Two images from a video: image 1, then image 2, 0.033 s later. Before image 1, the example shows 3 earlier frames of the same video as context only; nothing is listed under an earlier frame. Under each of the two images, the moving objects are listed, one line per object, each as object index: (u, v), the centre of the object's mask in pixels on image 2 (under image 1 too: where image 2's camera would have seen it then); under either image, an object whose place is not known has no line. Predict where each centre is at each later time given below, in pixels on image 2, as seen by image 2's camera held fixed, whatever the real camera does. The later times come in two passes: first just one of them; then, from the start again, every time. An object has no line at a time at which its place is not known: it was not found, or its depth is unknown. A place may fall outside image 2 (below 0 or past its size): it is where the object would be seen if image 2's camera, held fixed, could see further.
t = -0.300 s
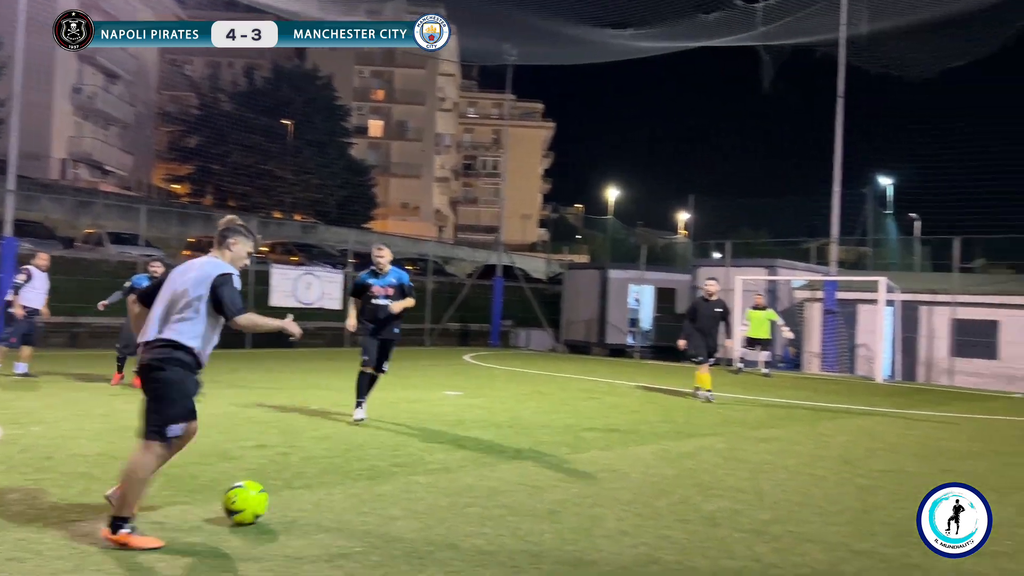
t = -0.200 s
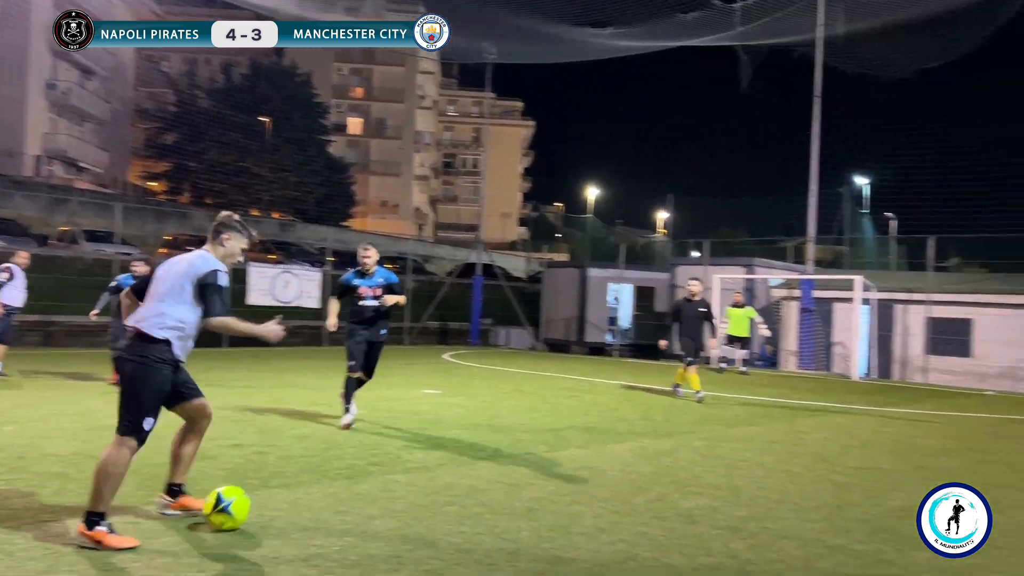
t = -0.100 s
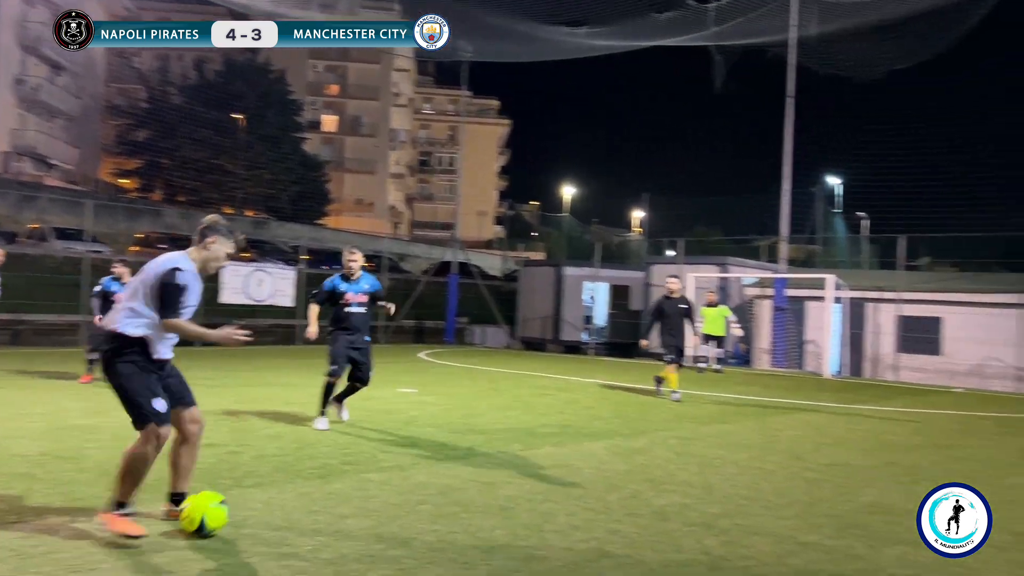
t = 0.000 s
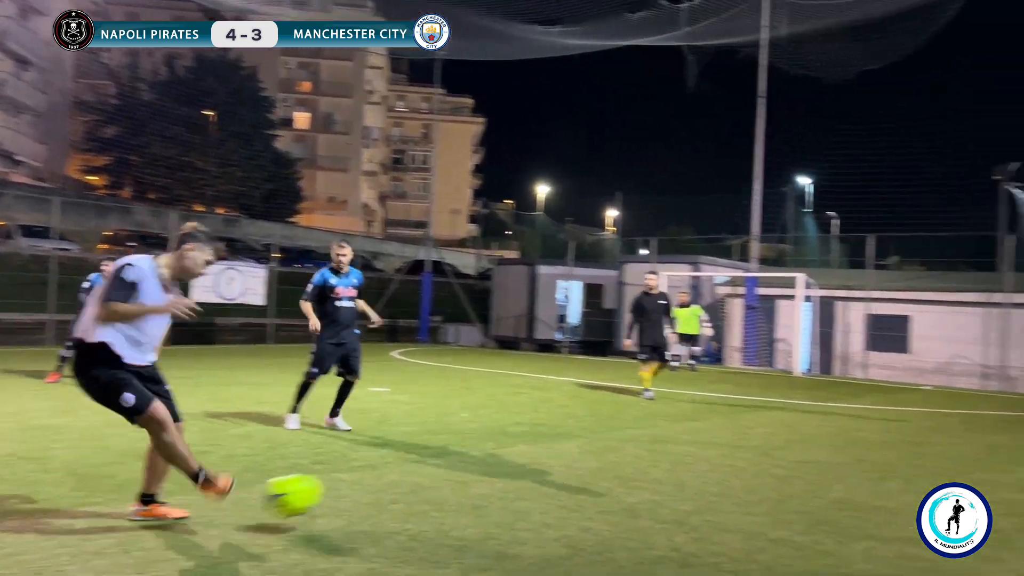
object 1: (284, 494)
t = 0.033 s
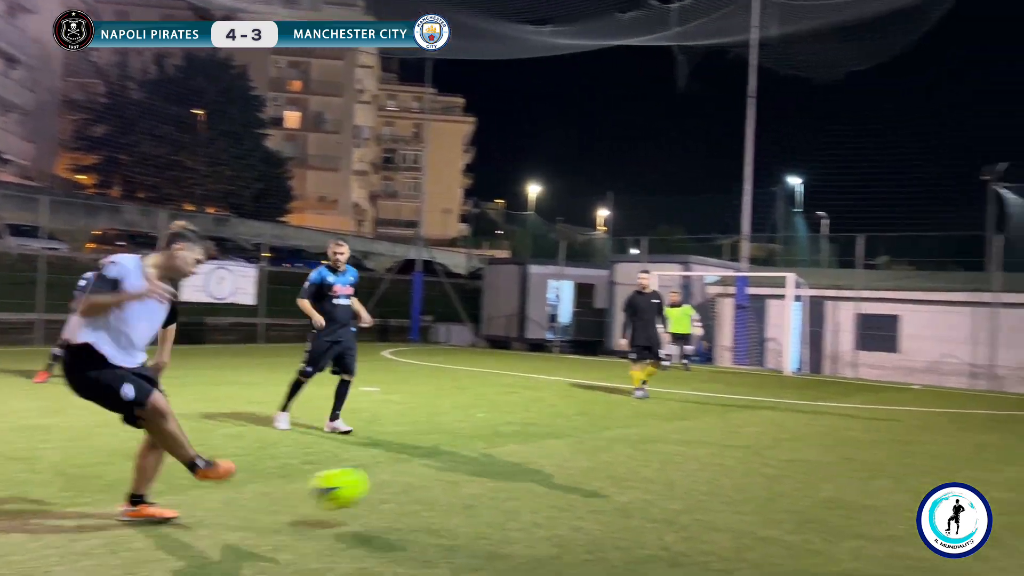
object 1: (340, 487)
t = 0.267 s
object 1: (648, 481)
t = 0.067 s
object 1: (392, 483)
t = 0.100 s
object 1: (442, 480)
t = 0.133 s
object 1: (488, 479)
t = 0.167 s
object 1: (533, 481)
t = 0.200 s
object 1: (573, 483)
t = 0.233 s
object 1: (613, 487)
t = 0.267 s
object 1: (648, 481)
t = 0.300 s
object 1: (682, 475)
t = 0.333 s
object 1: (714, 472)
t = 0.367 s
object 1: (744, 470)
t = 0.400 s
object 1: (773, 470)
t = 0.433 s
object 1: (801, 472)
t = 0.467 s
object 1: (828, 474)
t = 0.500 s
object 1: (853, 471)
